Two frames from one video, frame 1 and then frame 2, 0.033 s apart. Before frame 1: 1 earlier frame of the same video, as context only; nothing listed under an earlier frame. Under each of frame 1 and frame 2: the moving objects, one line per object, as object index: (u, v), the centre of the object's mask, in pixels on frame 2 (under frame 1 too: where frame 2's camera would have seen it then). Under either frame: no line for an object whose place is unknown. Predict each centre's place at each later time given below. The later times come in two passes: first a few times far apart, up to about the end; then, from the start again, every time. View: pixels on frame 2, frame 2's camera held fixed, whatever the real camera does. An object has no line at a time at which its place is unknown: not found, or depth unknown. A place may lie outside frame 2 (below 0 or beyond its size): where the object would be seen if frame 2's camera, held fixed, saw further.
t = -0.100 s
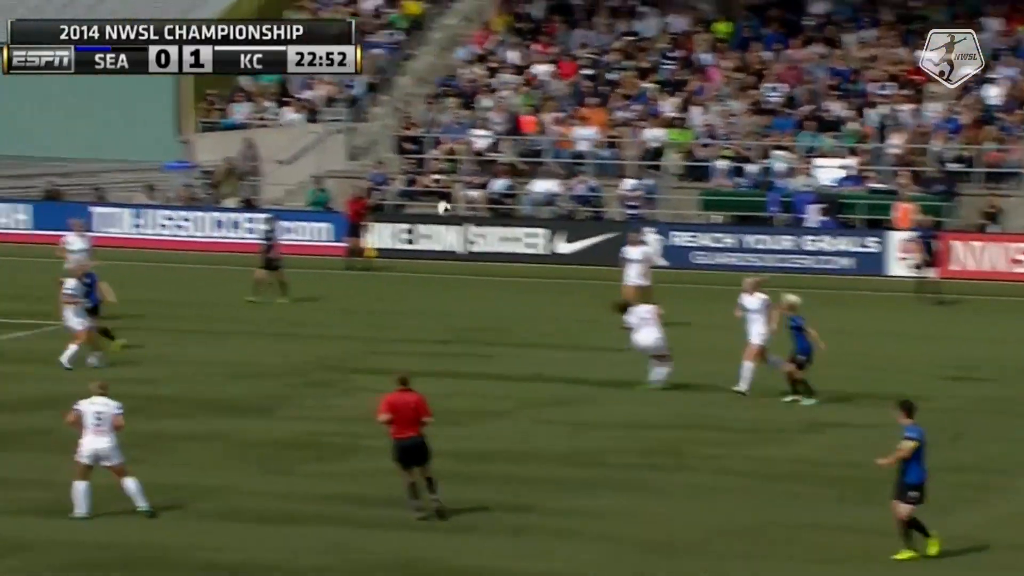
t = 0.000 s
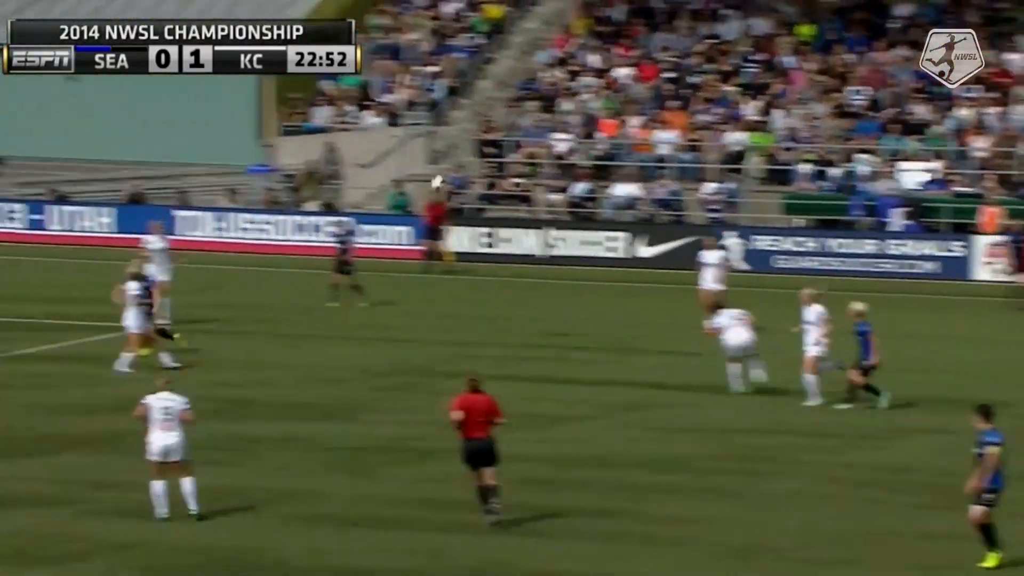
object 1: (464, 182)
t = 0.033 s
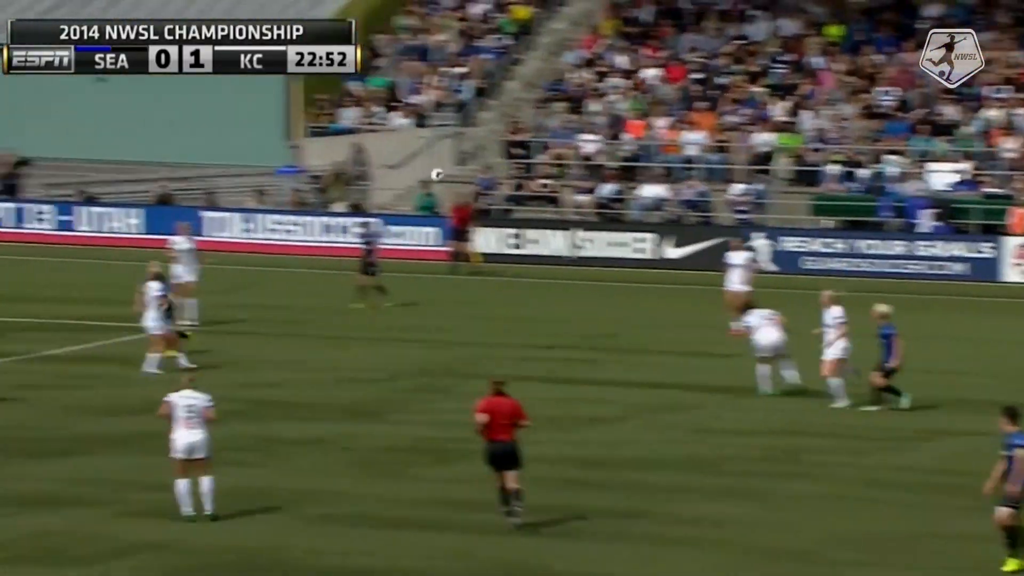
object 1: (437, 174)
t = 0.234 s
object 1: (272, 135)
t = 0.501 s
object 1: (65, 113)
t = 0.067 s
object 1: (408, 166)
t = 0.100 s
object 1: (381, 159)
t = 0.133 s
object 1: (354, 151)
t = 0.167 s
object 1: (327, 146)
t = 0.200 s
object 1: (299, 140)
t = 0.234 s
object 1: (272, 135)
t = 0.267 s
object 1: (246, 130)
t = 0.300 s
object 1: (220, 126)
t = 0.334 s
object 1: (194, 123)
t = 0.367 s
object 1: (169, 119)
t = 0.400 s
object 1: (143, 117)
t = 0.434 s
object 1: (117, 115)
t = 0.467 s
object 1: (92, 114)
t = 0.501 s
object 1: (65, 113)
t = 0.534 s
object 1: (41, 114)
